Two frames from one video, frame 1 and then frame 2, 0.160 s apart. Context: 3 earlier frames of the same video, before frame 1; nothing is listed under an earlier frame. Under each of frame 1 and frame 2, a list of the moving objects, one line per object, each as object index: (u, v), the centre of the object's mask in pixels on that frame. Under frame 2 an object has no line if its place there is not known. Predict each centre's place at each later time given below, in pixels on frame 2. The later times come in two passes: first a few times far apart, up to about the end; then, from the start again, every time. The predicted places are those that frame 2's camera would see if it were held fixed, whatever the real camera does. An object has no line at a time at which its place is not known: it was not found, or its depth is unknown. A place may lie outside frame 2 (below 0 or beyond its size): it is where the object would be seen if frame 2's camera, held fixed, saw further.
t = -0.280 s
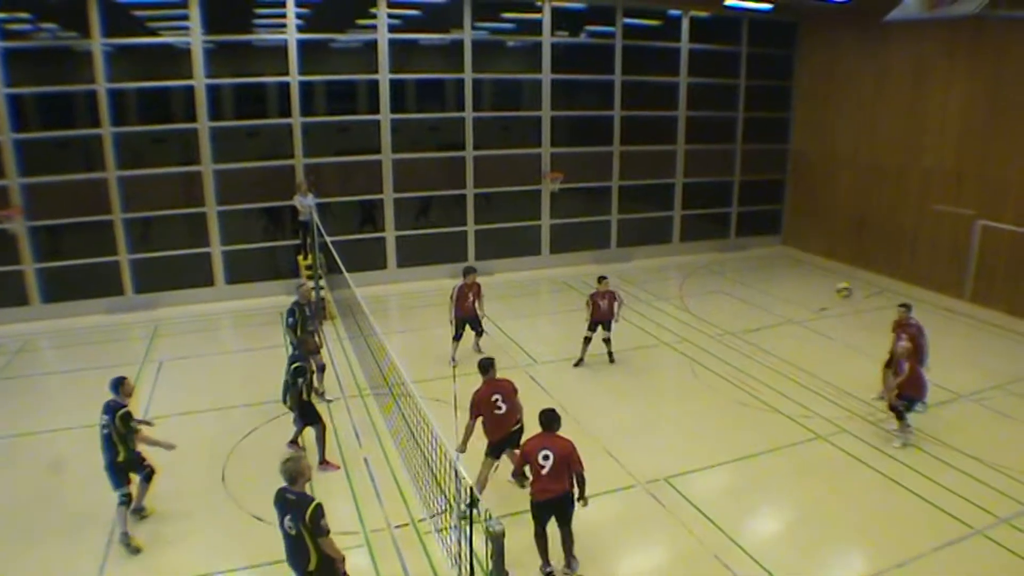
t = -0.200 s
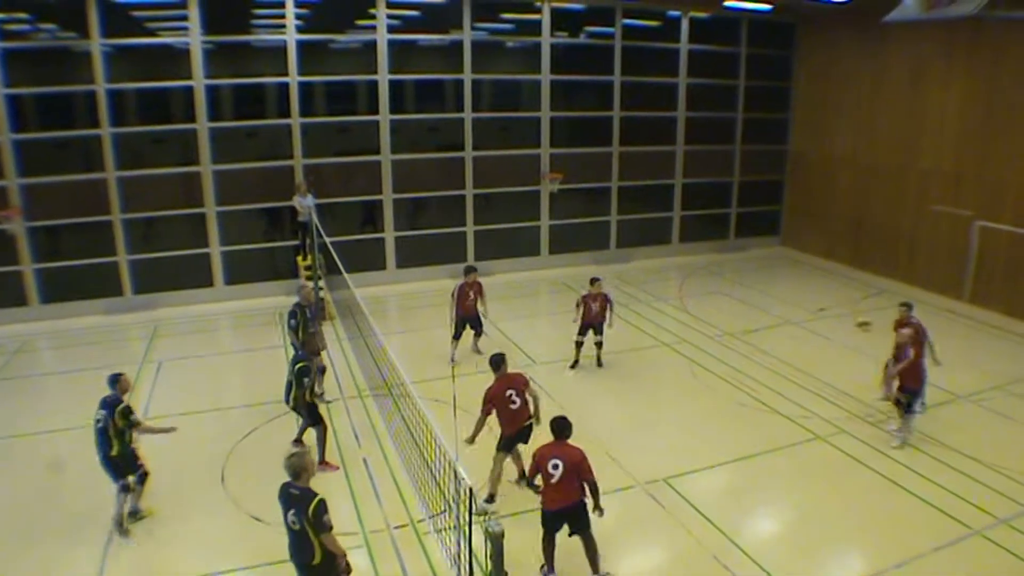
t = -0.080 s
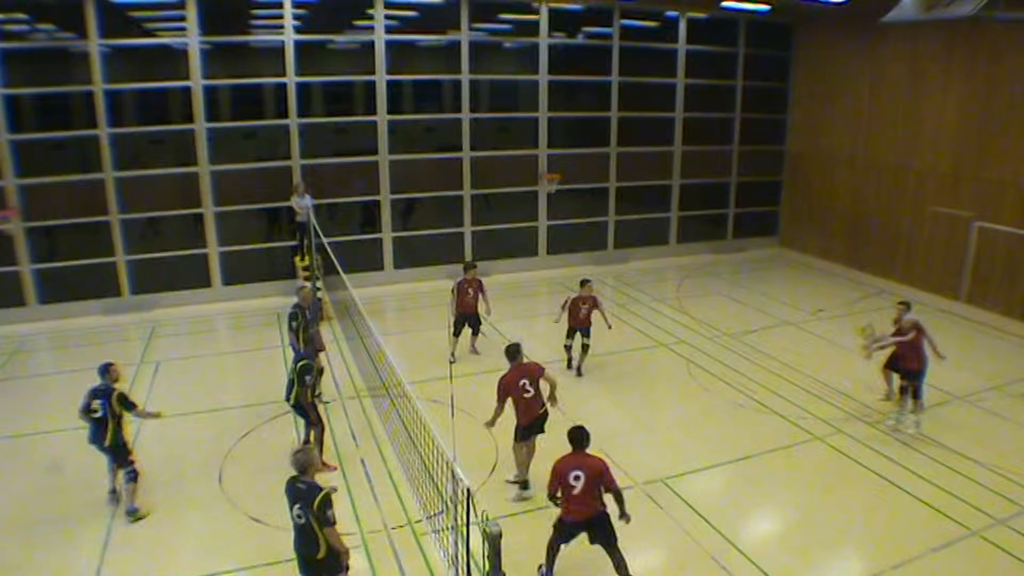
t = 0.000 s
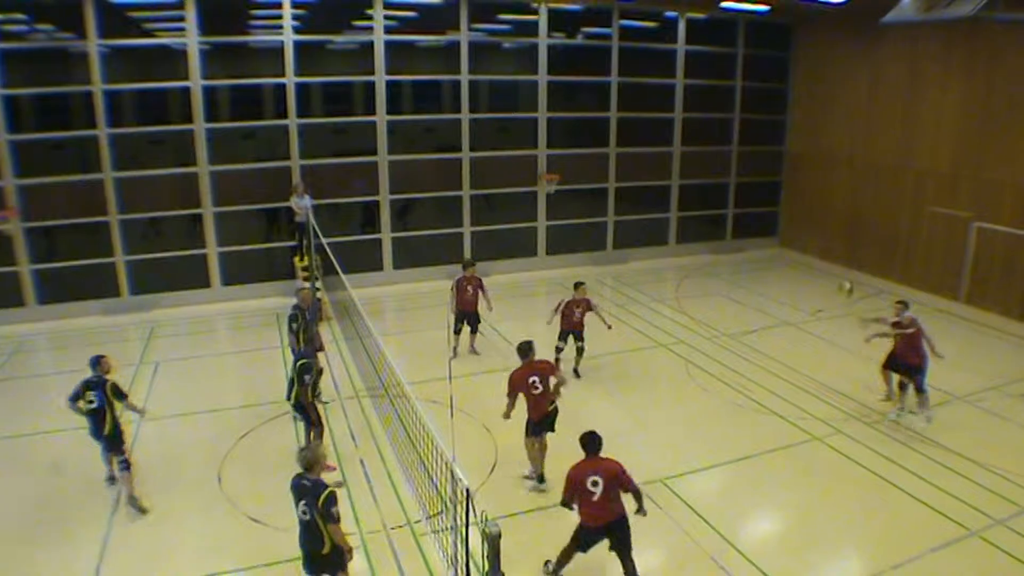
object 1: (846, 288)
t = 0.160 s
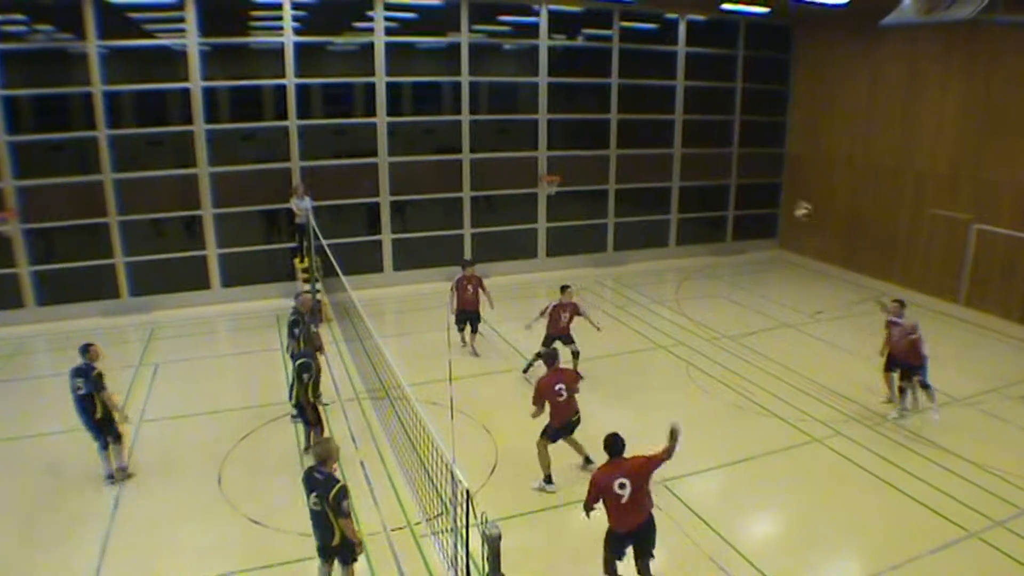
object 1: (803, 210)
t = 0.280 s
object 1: (766, 163)
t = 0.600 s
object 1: (650, 82)
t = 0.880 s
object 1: (540, 88)
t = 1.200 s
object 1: (416, 187)
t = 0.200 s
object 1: (791, 195)
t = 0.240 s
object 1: (778, 178)
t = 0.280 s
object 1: (766, 163)
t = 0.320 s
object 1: (753, 149)
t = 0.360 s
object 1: (739, 135)
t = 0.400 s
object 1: (725, 123)
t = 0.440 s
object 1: (711, 111)
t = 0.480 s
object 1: (695, 103)
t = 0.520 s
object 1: (681, 94)
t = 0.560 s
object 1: (666, 88)
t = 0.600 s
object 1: (650, 82)
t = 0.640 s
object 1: (636, 79)
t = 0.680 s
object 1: (621, 76)
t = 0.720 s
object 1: (605, 76)
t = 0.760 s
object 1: (589, 77)
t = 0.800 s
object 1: (573, 79)
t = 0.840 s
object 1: (556, 82)
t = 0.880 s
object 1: (540, 88)
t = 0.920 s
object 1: (525, 97)
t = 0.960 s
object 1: (509, 105)
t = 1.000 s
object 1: (493, 114)
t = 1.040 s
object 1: (479, 126)
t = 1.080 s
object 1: (462, 139)
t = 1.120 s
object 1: (447, 153)
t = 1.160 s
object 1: (431, 170)
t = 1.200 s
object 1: (416, 187)
